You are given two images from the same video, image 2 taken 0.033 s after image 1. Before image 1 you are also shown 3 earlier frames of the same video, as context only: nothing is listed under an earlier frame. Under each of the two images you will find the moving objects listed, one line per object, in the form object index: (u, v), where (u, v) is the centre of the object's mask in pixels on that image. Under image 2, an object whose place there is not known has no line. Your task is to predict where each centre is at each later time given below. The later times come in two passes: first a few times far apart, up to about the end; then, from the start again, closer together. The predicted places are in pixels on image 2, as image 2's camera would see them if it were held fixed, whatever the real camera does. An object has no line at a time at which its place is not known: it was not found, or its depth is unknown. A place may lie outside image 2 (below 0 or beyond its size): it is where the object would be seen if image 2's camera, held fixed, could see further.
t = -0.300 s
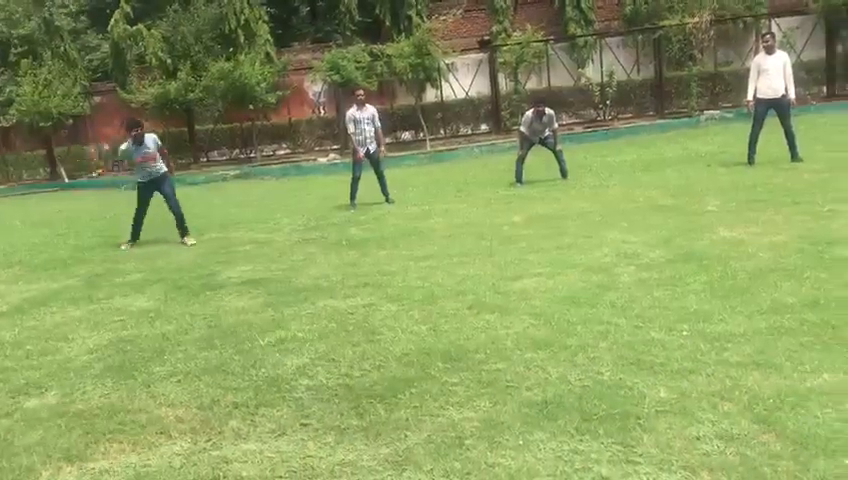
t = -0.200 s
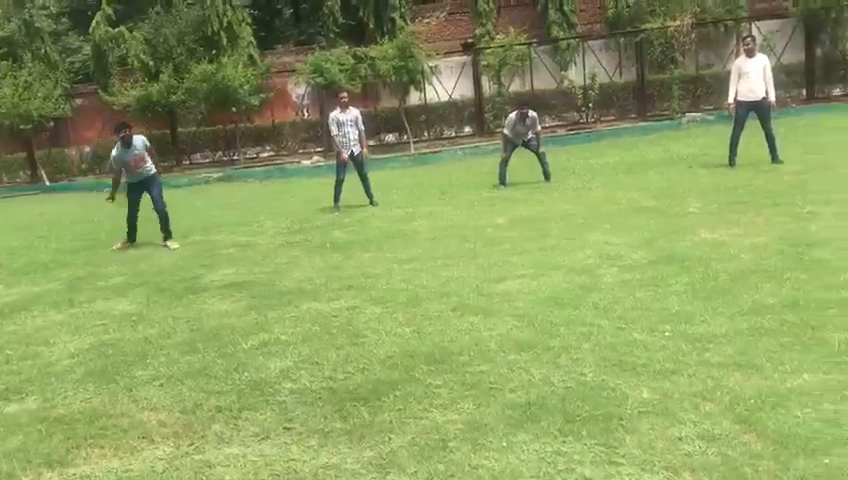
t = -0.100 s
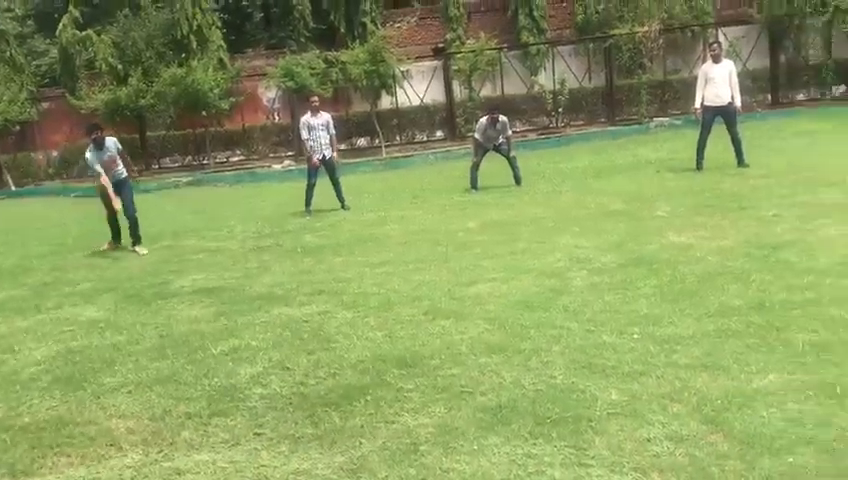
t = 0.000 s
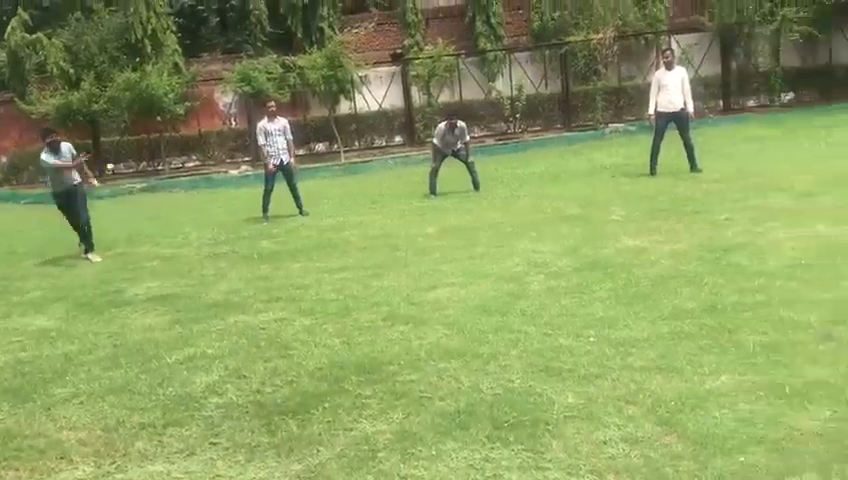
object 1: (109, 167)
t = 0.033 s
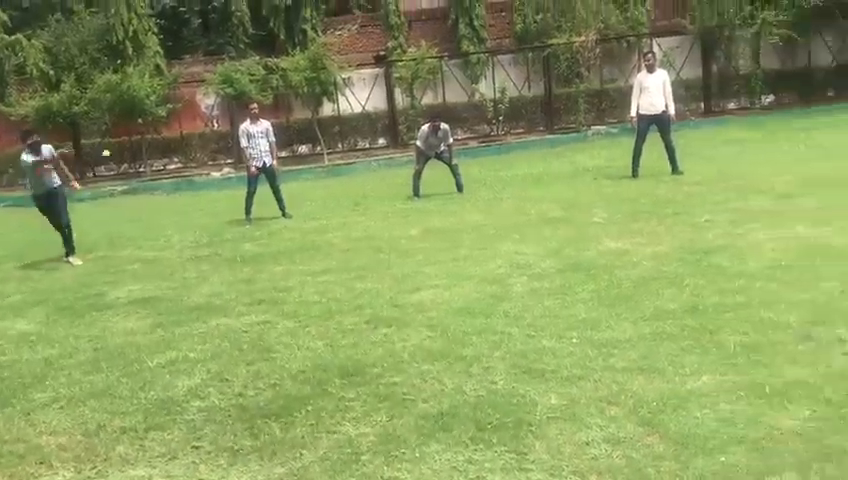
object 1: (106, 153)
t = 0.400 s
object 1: (365, 0)
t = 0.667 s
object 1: (757, -30)
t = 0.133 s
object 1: (157, 106)
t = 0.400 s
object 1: (365, 0)
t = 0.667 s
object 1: (757, -30)
